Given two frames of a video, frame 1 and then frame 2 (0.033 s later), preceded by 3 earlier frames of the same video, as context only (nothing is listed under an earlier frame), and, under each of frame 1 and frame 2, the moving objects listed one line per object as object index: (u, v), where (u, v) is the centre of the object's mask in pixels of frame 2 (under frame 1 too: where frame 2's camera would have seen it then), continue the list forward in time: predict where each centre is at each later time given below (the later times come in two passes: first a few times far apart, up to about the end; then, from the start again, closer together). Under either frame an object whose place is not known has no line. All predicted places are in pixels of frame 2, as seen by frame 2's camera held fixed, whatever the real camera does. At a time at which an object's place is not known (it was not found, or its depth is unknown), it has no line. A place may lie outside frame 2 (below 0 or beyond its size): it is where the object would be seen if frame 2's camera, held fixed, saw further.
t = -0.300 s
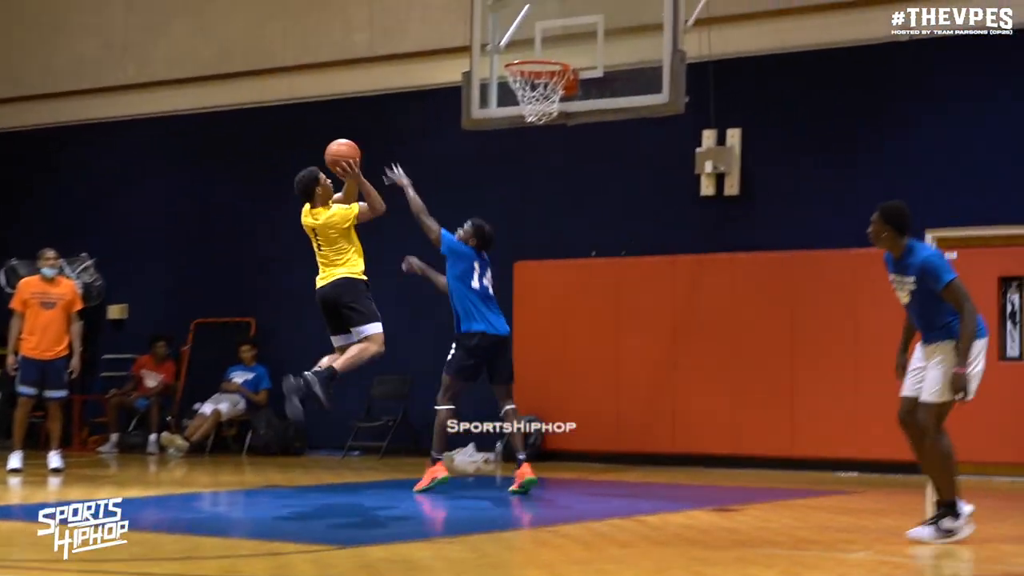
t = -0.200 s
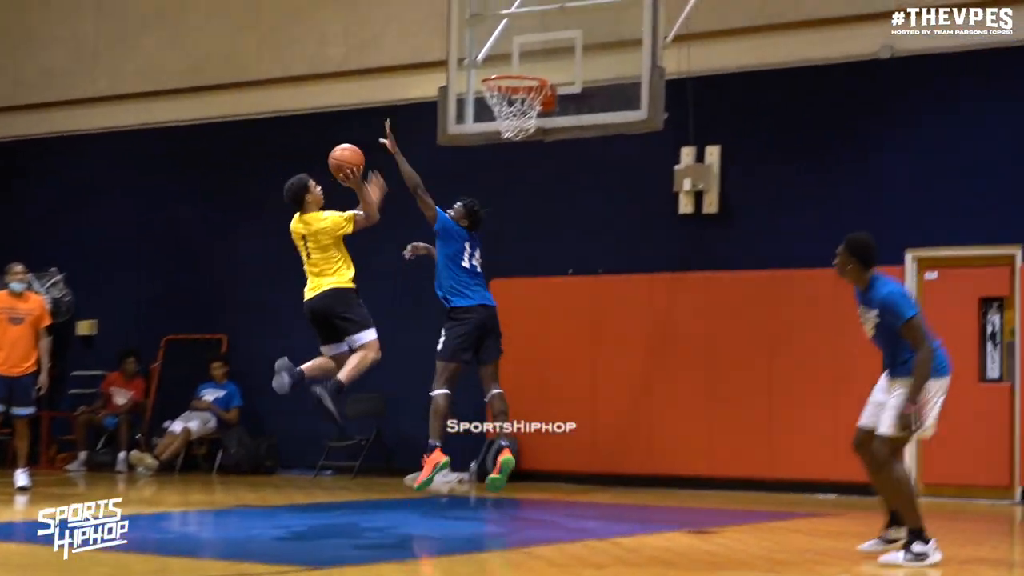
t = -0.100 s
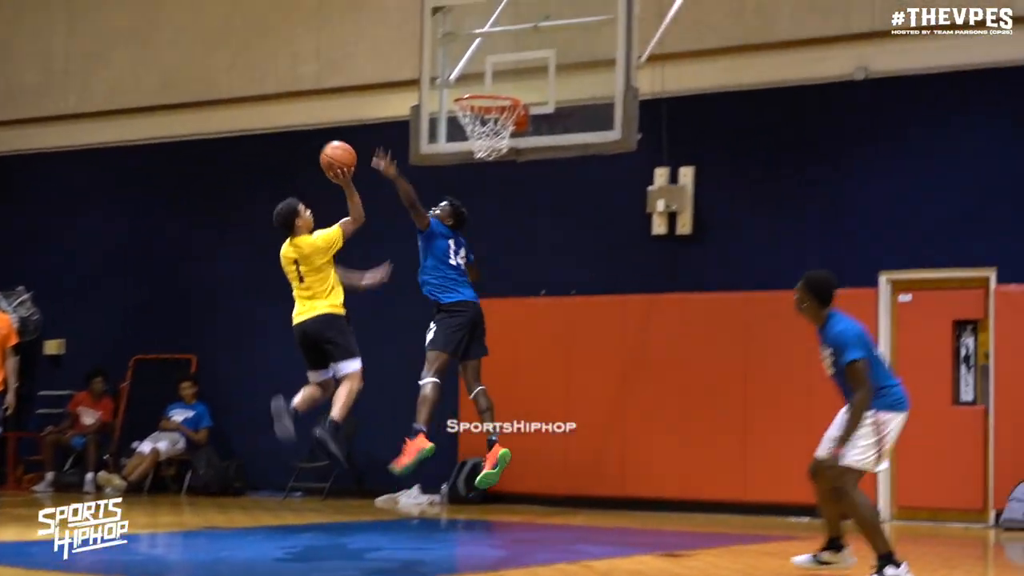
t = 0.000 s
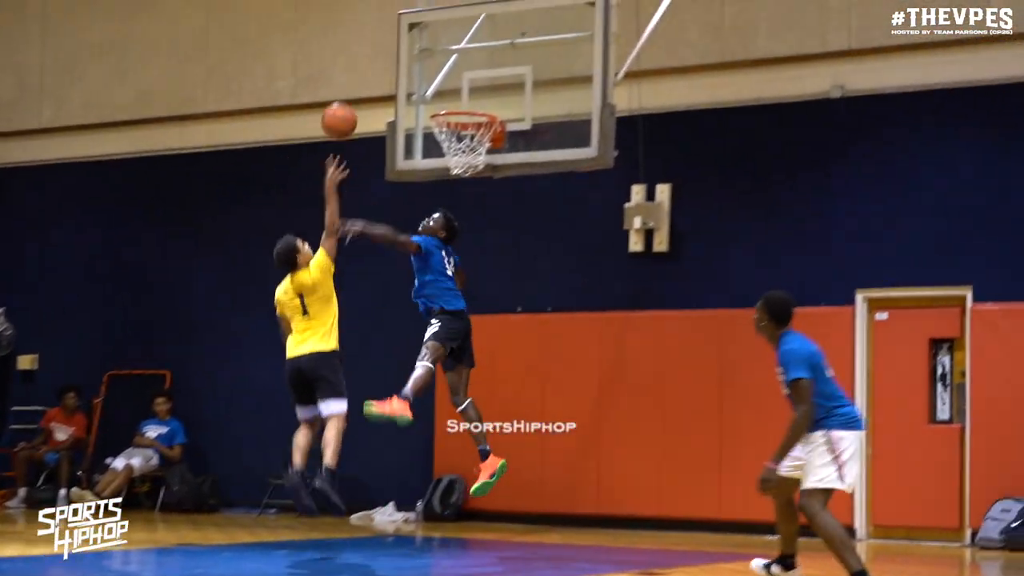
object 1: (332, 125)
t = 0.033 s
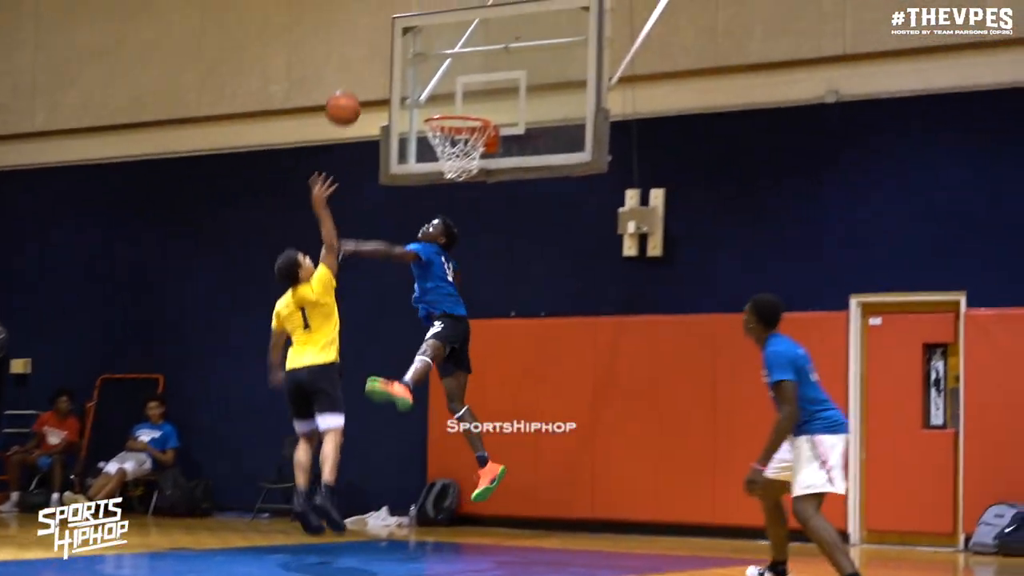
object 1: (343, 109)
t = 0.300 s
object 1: (419, 35)
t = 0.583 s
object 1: (490, 67)
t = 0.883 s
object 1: (447, 138)
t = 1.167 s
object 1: (460, 172)
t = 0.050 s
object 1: (347, 101)
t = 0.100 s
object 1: (363, 79)
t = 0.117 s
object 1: (367, 74)
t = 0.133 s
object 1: (373, 68)
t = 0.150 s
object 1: (377, 63)
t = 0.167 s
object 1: (382, 58)
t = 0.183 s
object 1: (386, 54)
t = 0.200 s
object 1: (391, 50)
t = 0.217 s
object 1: (396, 46)
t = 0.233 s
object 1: (400, 44)
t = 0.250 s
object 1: (405, 41)
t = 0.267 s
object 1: (410, 39)
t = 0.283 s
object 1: (414, 37)
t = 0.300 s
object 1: (419, 35)
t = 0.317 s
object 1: (423, 34)
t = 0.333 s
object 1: (428, 33)
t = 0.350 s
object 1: (432, 33)
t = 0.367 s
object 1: (436, 33)
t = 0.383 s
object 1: (441, 33)
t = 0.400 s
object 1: (444, 34)
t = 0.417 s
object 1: (449, 36)
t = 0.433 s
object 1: (453, 37)
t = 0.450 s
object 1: (457, 39)
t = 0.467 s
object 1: (461, 41)
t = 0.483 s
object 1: (466, 44)
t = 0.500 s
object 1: (470, 47)
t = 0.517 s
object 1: (474, 50)
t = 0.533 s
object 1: (478, 54)
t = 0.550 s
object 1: (481, 59)
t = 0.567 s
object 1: (486, 63)
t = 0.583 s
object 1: (490, 67)
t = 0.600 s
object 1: (489, 70)
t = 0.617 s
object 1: (486, 73)
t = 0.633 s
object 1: (484, 76)
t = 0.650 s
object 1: (482, 79)
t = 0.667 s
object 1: (479, 83)
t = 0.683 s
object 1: (477, 87)
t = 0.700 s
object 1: (474, 92)
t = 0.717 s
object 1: (472, 96)
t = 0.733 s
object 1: (469, 101)
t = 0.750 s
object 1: (466, 105)
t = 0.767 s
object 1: (464, 109)
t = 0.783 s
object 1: (461, 119)
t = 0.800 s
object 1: (458, 124)
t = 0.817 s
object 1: (456, 127)
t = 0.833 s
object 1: (450, 132)
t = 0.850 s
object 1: (449, 133)
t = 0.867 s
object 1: (450, 135)
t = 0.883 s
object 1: (447, 138)
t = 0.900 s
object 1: (442, 143)
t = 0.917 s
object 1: (440, 153)
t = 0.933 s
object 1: (440, 155)
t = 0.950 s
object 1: (440, 156)
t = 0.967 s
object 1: (446, 167)
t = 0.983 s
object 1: (447, 166)
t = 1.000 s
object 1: (449, 164)
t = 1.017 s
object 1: (450, 164)
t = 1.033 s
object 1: (451, 164)
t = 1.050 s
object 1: (453, 164)
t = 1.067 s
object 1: (454, 166)
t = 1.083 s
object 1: (456, 167)
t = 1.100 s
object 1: (457, 168)
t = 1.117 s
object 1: (458, 169)
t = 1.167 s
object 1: (460, 172)
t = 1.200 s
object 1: (462, 175)
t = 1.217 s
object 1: (463, 176)
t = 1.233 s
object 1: (464, 178)
